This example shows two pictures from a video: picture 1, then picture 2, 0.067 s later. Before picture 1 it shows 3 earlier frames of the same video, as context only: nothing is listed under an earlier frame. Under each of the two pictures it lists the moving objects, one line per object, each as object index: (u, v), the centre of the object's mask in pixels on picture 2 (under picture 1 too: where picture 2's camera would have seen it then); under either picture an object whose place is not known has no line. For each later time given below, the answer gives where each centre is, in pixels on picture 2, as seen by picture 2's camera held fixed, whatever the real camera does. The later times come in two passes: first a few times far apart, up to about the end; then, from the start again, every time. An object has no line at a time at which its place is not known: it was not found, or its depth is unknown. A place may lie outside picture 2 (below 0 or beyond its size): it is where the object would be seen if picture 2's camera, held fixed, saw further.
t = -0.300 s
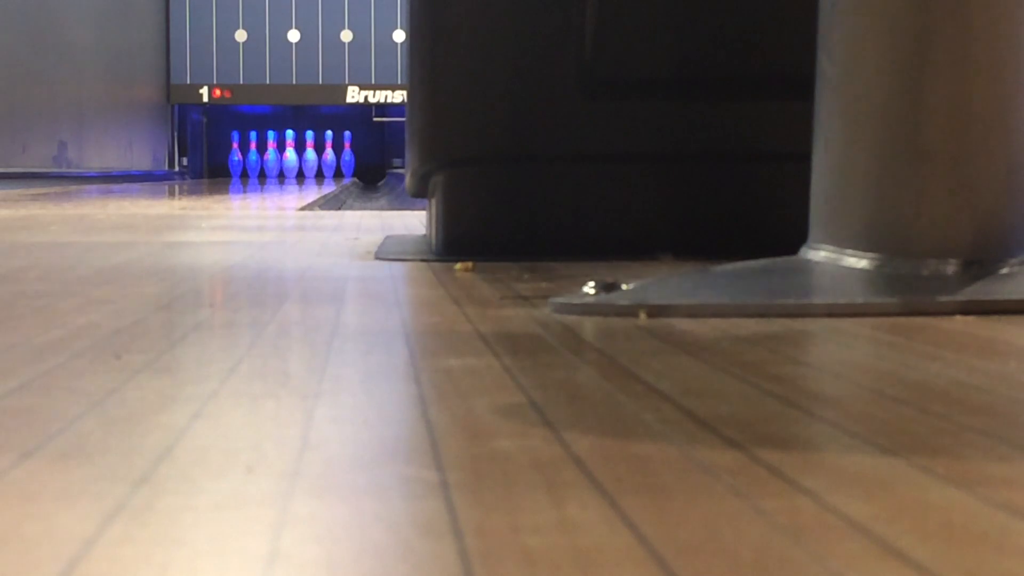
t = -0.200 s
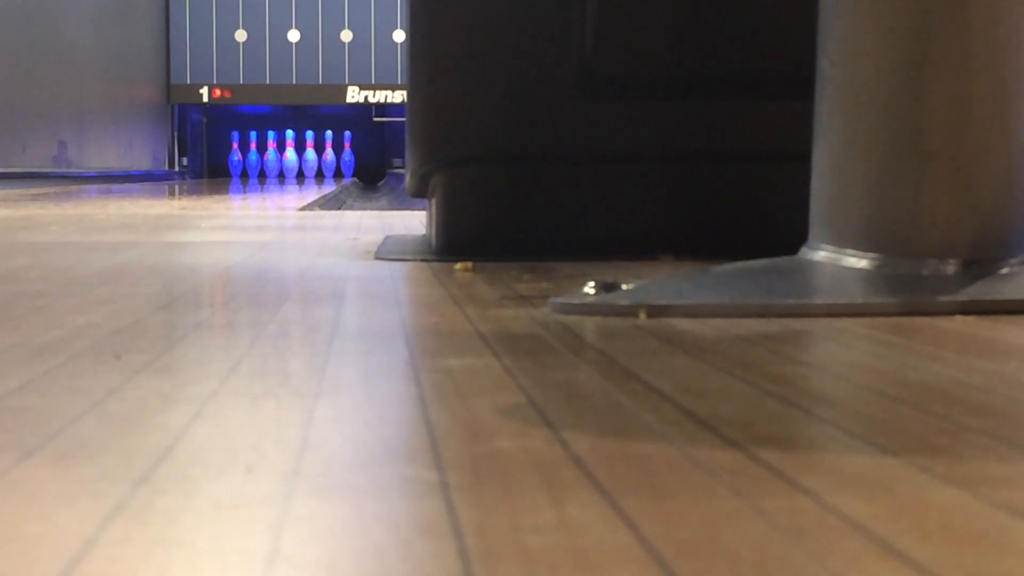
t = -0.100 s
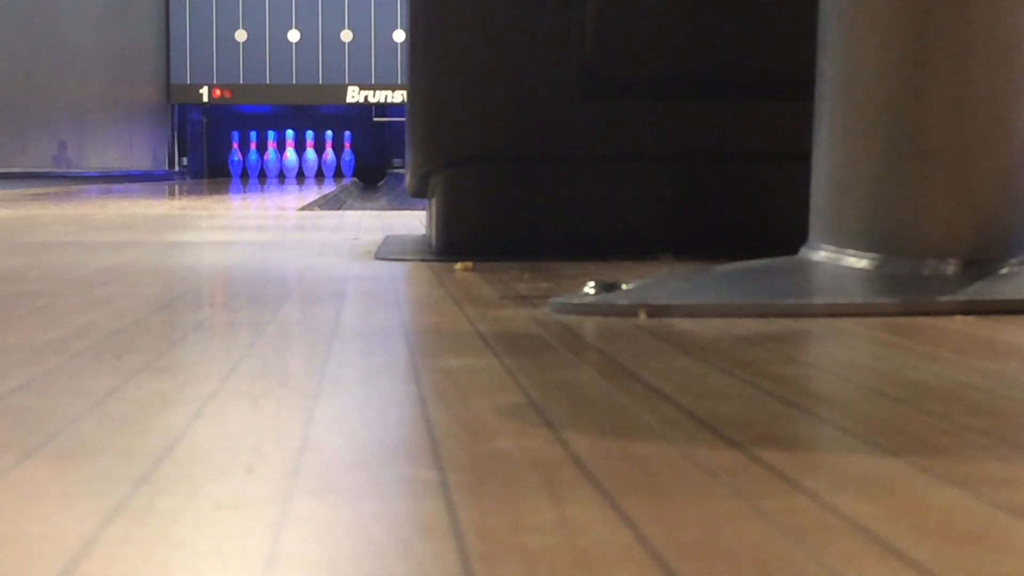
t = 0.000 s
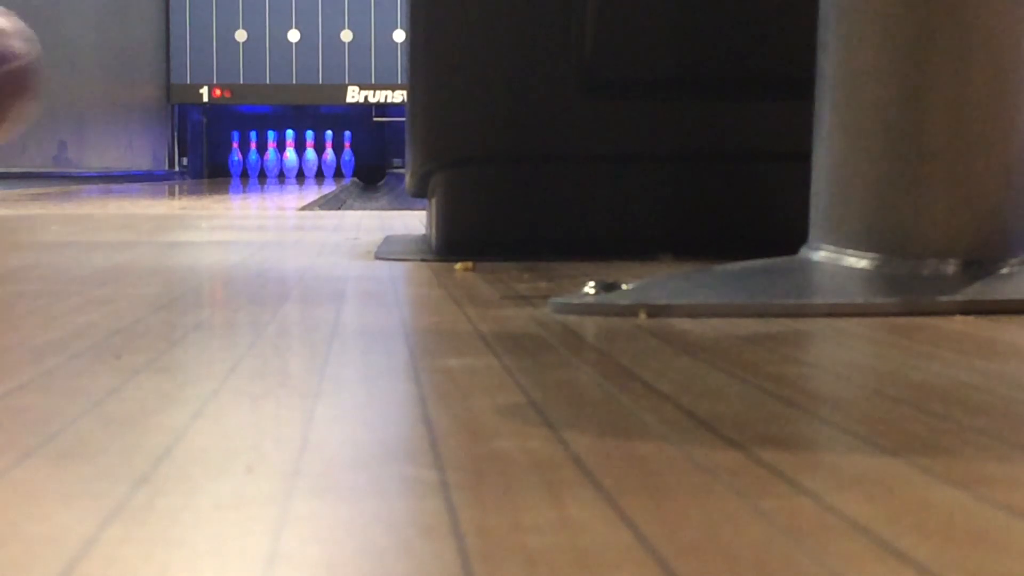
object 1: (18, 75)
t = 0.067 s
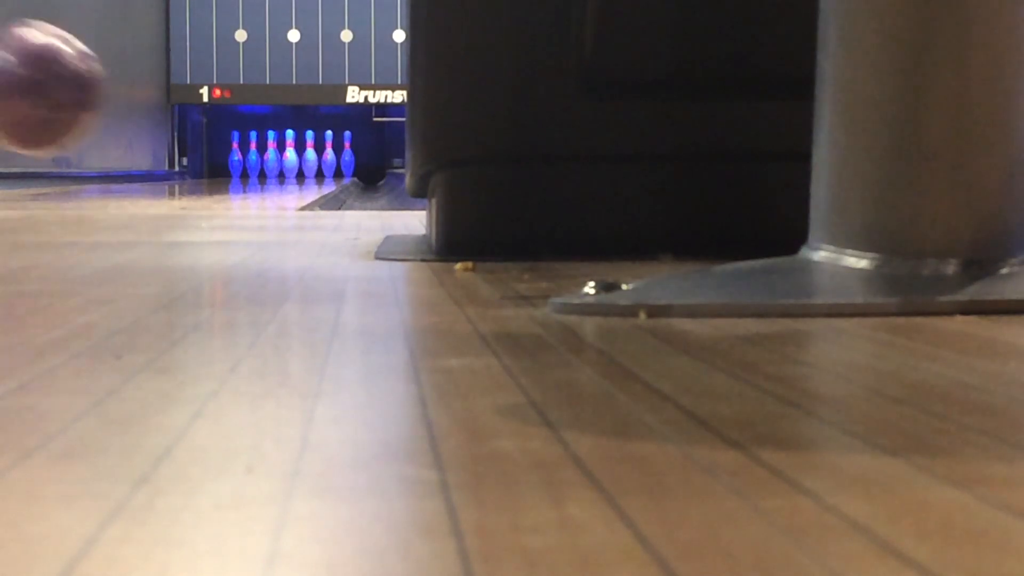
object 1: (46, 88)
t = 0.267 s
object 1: (173, 150)
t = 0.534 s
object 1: (258, 156)
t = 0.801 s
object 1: (304, 159)
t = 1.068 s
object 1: (331, 161)
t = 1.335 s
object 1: (348, 163)
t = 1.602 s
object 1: (363, 166)
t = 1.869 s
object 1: (370, 172)
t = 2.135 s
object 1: (371, 176)
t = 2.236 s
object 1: (370, 179)
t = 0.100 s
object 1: (64, 102)
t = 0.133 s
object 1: (94, 122)
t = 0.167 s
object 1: (116, 142)
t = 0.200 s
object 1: (139, 145)
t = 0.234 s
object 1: (157, 147)
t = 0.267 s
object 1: (173, 150)
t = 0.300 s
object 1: (188, 152)
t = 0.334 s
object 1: (201, 153)
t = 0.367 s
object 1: (212, 153)
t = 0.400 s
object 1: (223, 154)
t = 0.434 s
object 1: (232, 155)
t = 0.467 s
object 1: (241, 155)
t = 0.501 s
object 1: (250, 156)
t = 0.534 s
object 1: (258, 156)
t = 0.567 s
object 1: (266, 157)
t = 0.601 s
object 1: (273, 157)
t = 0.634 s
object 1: (279, 157)
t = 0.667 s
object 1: (284, 158)
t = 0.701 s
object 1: (290, 158)
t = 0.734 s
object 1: (295, 159)
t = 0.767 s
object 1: (300, 159)
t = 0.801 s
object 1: (304, 159)
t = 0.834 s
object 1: (309, 160)
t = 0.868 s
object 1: (312, 160)
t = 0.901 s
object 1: (316, 160)
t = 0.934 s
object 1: (319, 161)
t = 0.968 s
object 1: (322, 161)
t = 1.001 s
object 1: (326, 161)
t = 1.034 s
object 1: (328, 161)
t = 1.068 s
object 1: (331, 161)
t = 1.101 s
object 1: (334, 161)
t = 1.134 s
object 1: (336, 162)
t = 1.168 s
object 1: (338, 162)
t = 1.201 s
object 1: (340, 162)
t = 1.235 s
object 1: (343, 162)
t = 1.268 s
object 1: (345, 162)
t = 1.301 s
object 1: (347, 163)
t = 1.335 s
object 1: (348, 163)
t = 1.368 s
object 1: (350, 163)
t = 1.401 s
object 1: (352, 163)
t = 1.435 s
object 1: (353, 163)
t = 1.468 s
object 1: (354, 163)
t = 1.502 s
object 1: (355, 163)
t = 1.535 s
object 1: (358, 164)
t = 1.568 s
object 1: (360, 165)
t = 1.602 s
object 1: (363, 166)
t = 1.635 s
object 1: (366, 169)
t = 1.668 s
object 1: (369, 171)
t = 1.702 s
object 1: (371, 171)
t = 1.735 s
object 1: (371, 170)
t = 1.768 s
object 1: (370, 170)
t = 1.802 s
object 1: (369, 171)
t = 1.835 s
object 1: (369, 172)
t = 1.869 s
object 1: (370, 172)
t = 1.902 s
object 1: (370, 172)
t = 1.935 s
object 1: (371, 172)
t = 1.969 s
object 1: (371, 173)
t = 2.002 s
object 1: (371, 173)
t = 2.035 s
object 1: (371, 173)
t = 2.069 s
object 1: (371, 174)
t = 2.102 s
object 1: (371, 174)
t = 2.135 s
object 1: (371, 176)
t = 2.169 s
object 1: (372, 178)
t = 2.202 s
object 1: (371, 179)
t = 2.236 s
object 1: (370, 179)
